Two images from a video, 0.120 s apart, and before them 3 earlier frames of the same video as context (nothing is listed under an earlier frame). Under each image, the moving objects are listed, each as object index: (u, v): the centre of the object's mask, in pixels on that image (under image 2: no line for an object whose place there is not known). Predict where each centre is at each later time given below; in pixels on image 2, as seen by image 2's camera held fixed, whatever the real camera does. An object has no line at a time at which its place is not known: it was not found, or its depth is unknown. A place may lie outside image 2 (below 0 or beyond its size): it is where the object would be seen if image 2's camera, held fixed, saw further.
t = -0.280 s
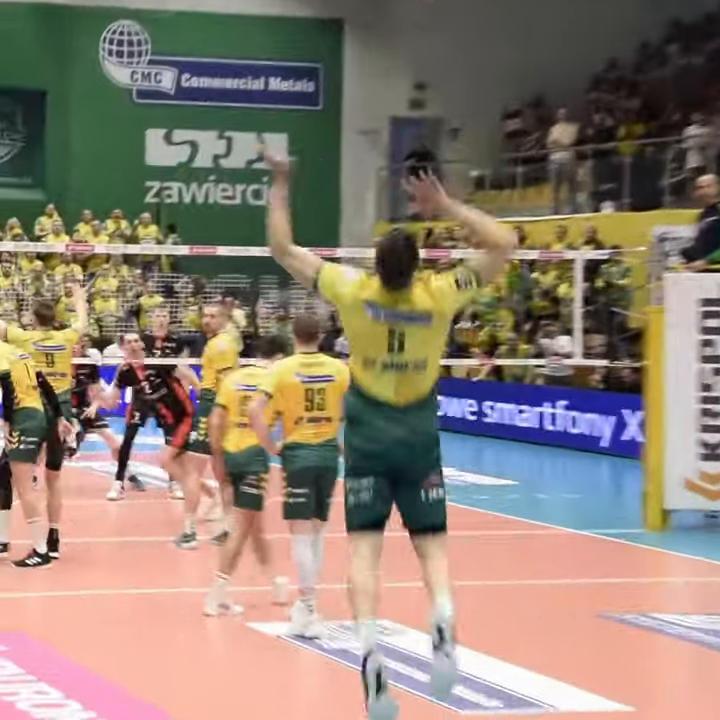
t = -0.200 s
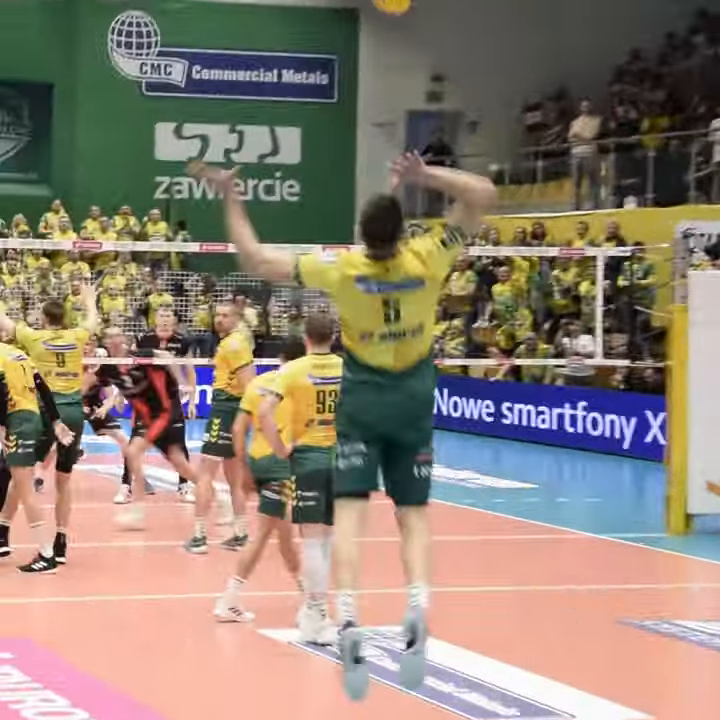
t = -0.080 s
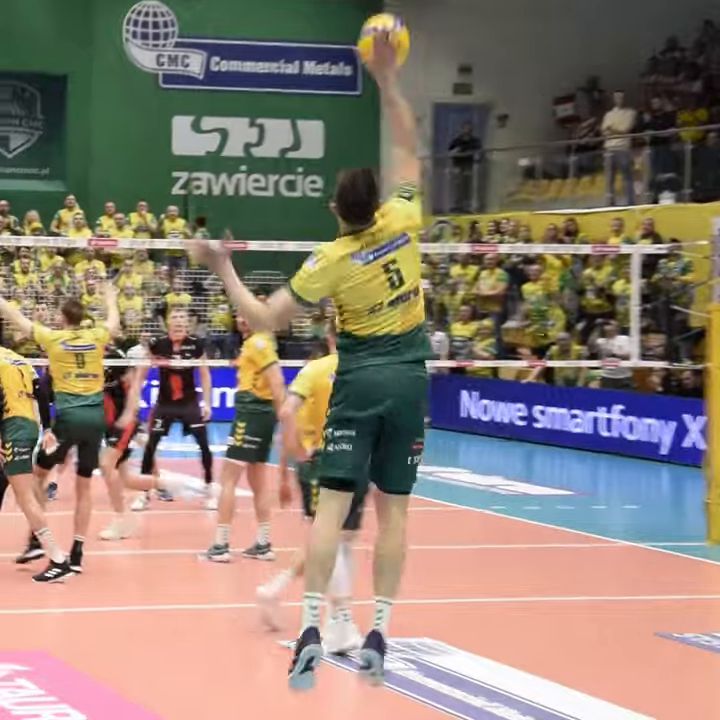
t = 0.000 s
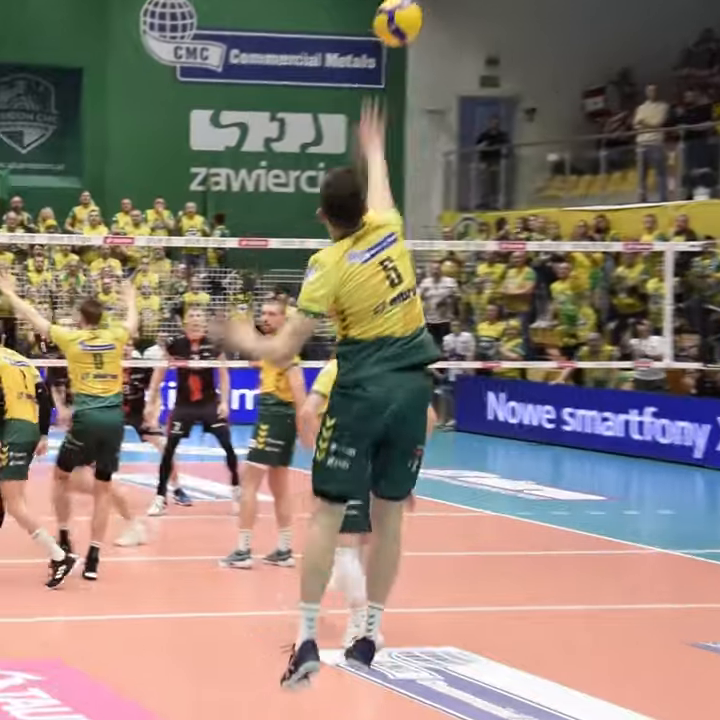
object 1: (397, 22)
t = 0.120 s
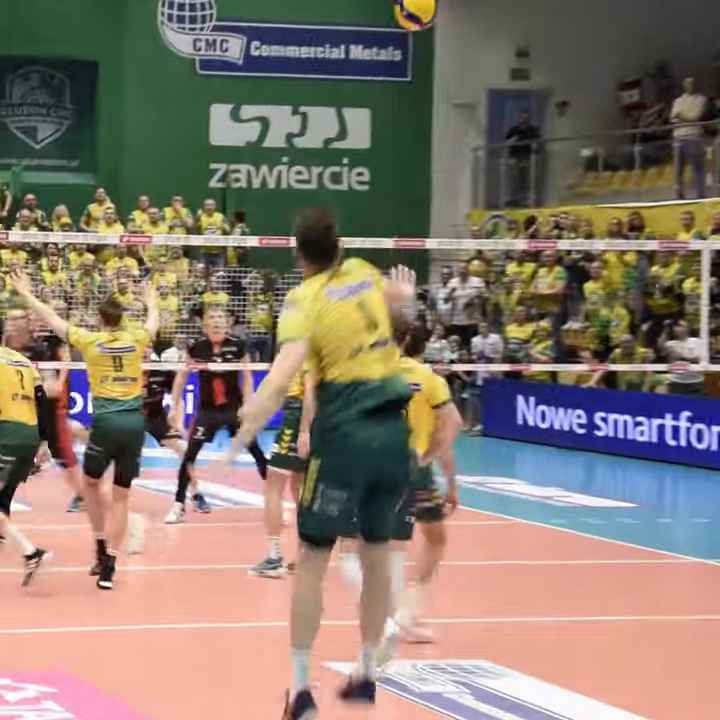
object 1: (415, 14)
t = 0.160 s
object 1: (415, 15)
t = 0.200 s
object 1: (416, 19)
